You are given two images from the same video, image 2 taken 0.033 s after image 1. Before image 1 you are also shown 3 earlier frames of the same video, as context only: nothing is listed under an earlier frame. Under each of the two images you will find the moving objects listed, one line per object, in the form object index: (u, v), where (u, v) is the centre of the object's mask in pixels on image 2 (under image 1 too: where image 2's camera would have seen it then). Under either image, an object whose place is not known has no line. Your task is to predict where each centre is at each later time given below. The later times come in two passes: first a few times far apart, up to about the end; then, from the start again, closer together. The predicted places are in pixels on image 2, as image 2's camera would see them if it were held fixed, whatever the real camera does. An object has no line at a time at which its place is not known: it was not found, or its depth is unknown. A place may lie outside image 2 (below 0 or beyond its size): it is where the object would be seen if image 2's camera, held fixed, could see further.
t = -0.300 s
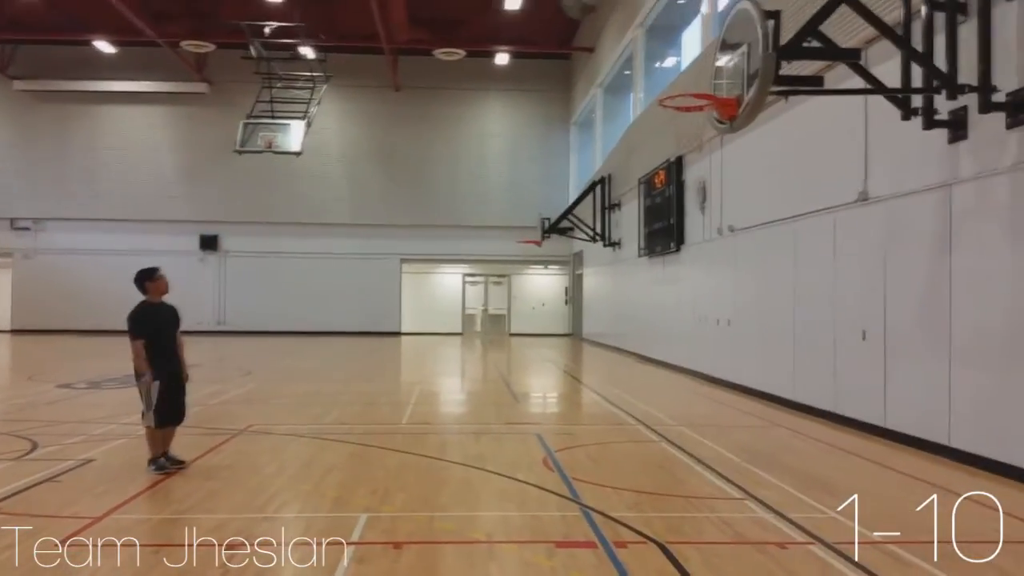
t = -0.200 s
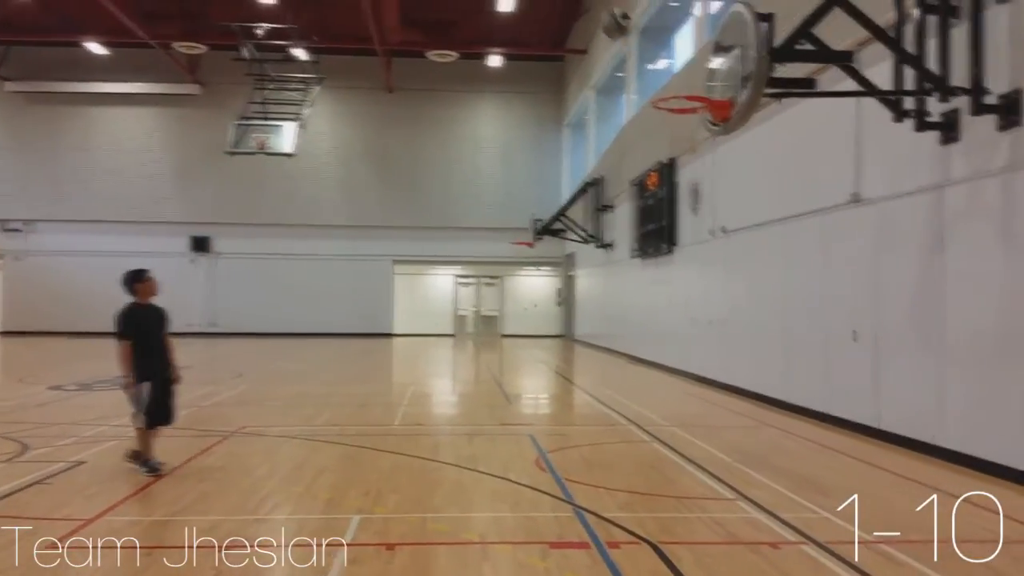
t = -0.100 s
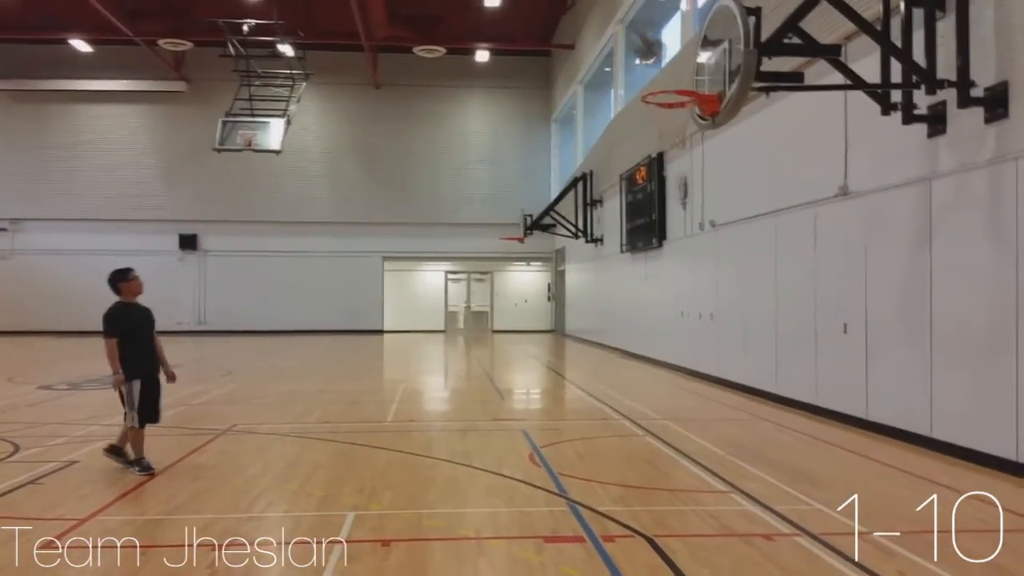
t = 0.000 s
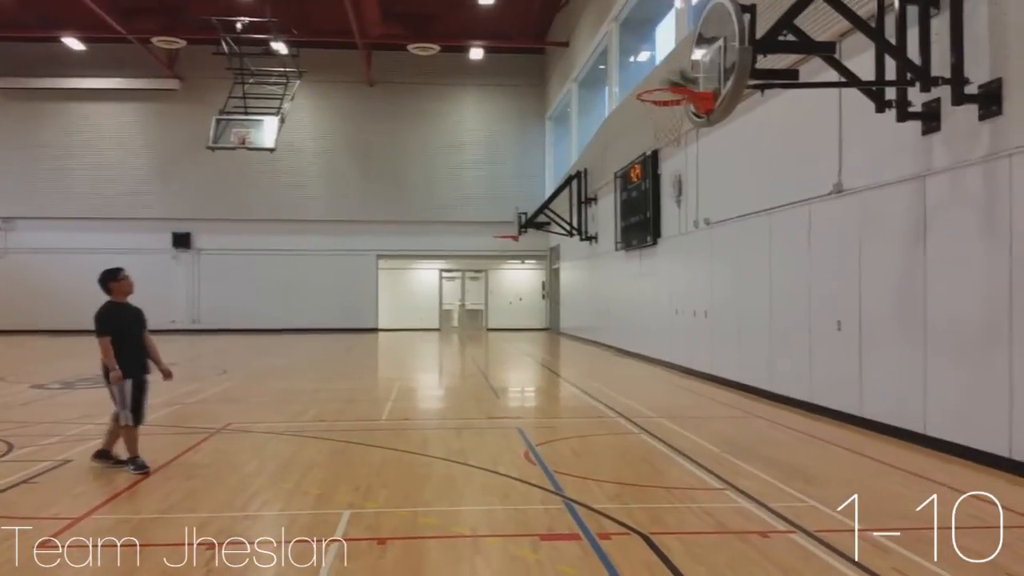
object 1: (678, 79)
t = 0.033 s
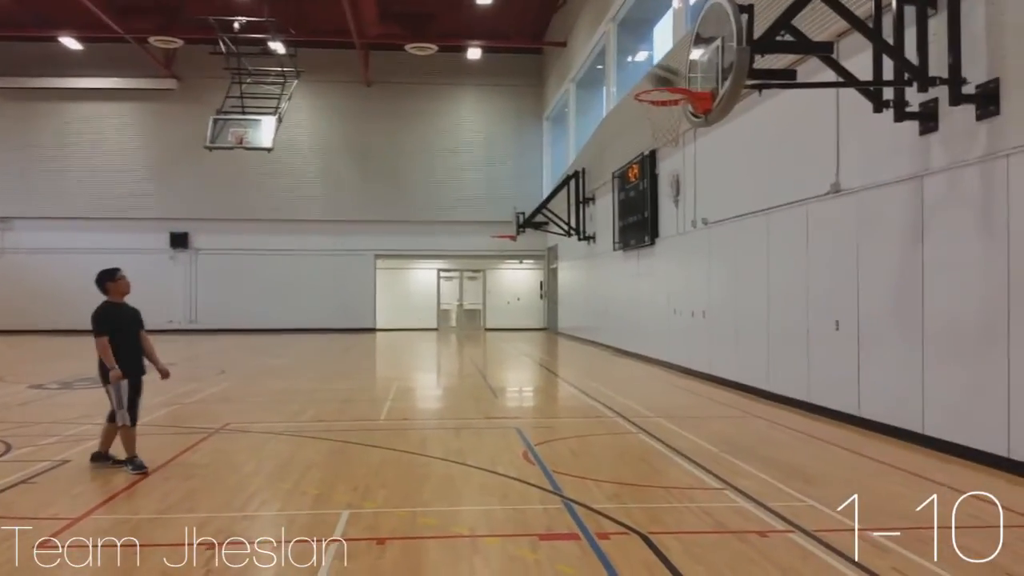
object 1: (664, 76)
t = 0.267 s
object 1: (560, 63)
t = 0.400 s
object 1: (506, 82)
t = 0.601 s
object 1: (431, 145)
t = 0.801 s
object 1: (360, 242)
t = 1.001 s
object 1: (292, 373)
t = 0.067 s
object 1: (650, 72)
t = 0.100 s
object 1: (636, 68)
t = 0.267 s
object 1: (560, 63)
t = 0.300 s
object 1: (548, 65)
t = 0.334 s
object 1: (534, 70)
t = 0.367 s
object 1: (521, 74)
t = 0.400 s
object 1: (506, 82)
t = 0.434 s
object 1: (493, 91)
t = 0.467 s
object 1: (480, 99)
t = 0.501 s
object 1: (468, 108)
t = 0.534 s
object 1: (455, 119)
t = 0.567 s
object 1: (443, 130)
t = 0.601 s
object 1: (431, 145)
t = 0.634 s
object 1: (419, 158)
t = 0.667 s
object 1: (406, 174)
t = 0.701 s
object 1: (395, 188)
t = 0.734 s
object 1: (383, 205)
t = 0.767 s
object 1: (373, 221)
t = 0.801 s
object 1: (360, 242)
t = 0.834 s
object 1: (348, 260)
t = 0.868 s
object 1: (337, 280)
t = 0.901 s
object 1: (327, 301)
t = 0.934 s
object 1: (315, 324)
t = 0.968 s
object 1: (303, 350)
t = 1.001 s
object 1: (292, 373)
